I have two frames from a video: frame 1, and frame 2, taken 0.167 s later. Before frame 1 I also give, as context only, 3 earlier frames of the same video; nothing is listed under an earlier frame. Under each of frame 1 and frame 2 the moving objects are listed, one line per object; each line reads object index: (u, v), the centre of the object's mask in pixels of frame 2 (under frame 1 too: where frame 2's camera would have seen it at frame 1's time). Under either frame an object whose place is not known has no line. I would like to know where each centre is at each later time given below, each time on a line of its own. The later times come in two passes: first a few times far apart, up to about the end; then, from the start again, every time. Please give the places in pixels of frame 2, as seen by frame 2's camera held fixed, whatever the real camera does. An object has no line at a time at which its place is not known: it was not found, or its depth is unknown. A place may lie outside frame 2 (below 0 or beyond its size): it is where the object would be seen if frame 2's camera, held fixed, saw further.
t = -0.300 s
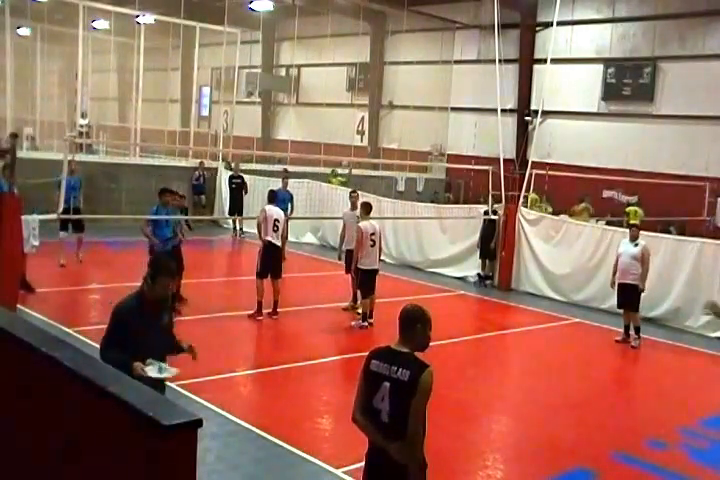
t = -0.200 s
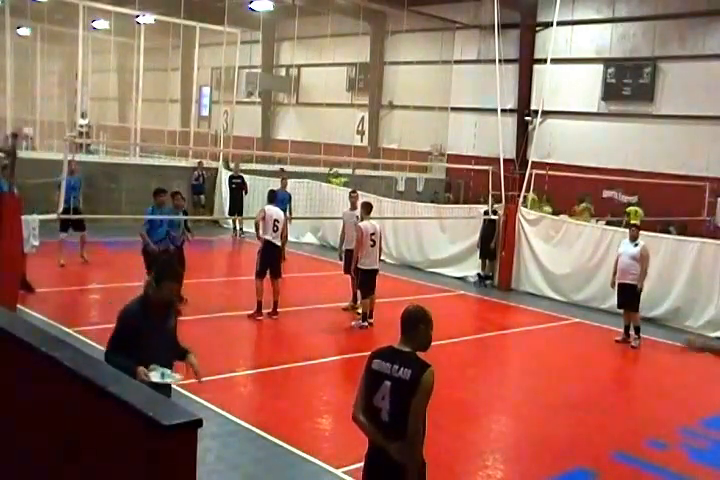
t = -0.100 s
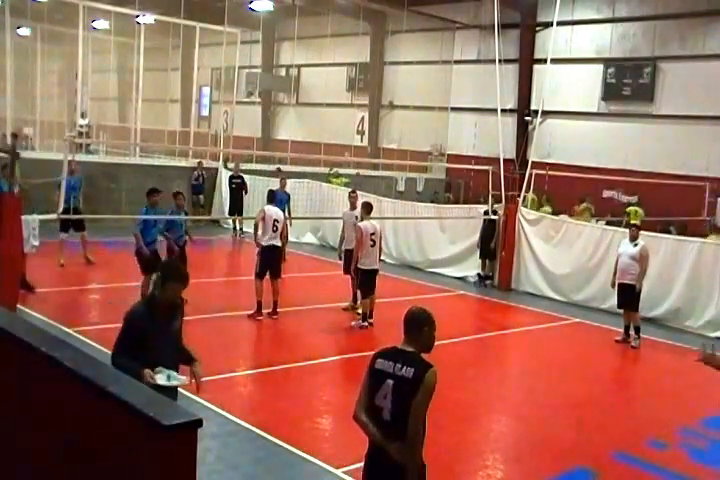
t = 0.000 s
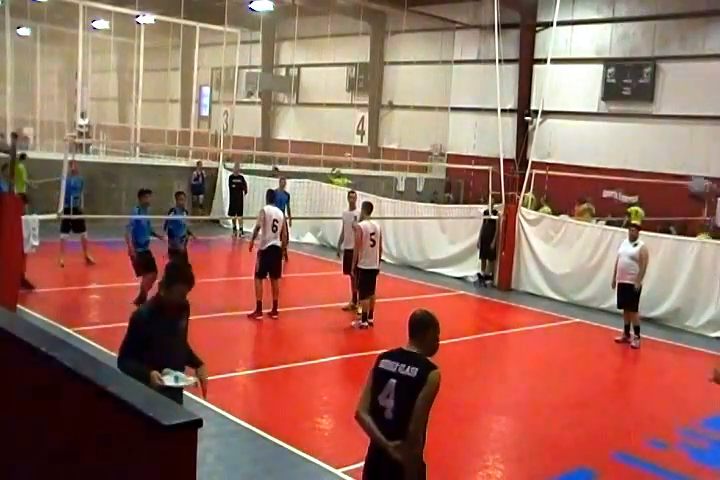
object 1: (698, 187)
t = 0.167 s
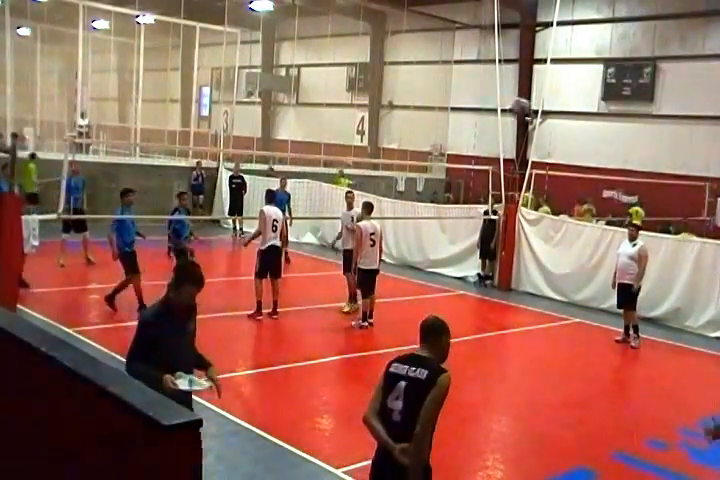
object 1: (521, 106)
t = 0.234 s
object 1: (471, 94)
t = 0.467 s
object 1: (352, 82)
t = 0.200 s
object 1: (495, 102)
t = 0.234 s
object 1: (471, 94)
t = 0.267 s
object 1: (449, 89)
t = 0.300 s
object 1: (429, 84)
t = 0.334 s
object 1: (411, 82)
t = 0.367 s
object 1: (394, 81)
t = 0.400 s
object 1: (379, 80)
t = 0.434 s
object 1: (364, 81)
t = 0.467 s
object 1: (352, 82)
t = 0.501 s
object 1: (340, 84)
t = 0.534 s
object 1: (329, 87)
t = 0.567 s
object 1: (319, 91)
